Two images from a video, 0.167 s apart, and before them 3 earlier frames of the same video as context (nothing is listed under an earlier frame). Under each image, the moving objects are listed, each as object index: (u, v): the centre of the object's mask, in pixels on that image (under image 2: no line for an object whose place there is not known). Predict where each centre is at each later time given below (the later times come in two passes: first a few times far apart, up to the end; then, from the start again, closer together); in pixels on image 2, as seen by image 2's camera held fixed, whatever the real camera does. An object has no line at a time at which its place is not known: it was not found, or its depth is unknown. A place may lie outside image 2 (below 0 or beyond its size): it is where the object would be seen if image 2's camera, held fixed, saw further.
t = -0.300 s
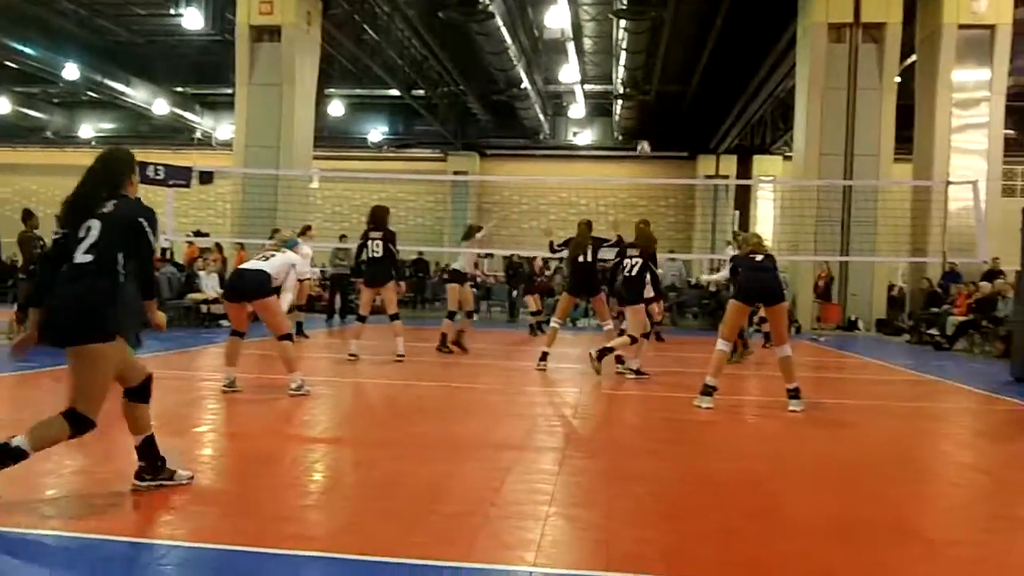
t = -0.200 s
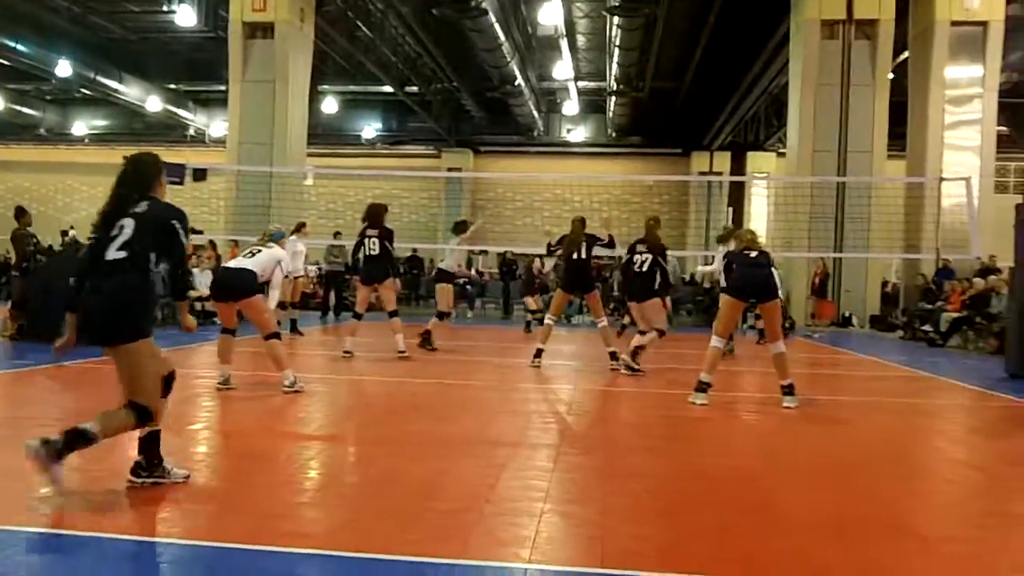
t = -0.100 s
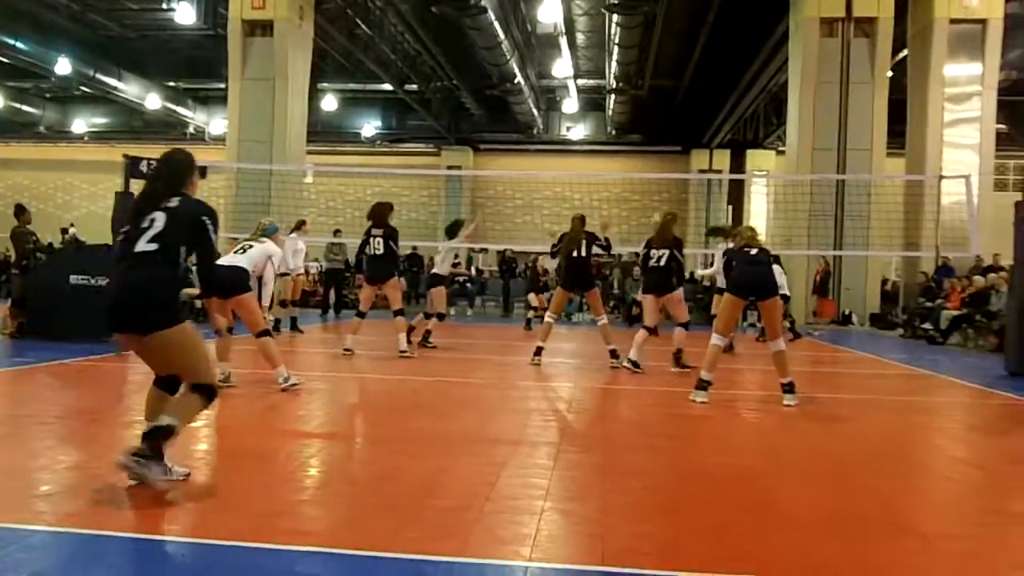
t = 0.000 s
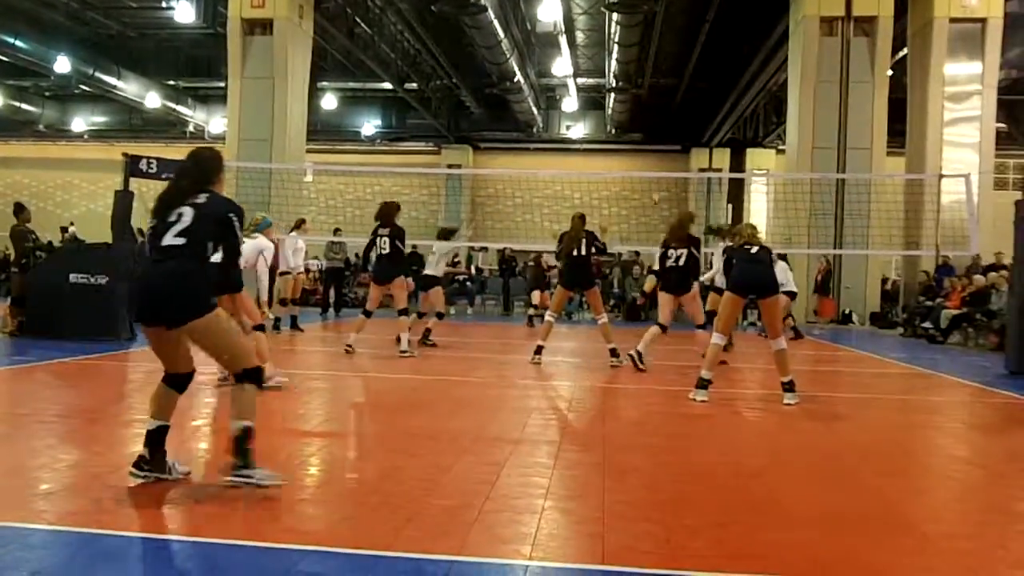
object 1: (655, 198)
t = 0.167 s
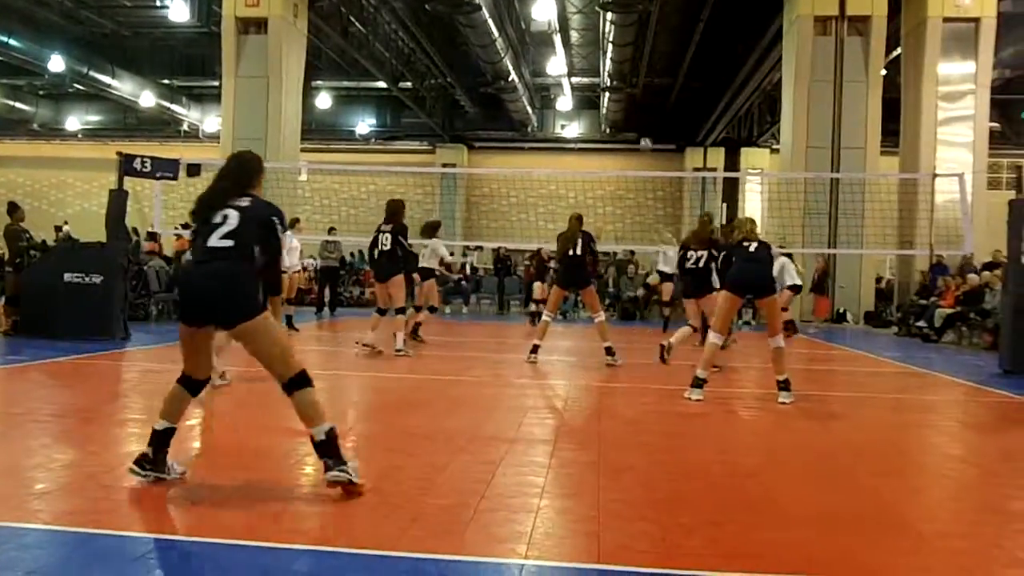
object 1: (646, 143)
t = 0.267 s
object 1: (640, 118)
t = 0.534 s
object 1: (627, 78)
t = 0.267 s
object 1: (640, 118)
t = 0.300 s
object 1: (639, 111)
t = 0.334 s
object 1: (637, 105)
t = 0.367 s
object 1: (636, 100)
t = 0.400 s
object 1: (634, 94)
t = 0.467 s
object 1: (630, 84)
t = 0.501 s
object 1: (628, 81)
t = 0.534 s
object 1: (627, 78)
